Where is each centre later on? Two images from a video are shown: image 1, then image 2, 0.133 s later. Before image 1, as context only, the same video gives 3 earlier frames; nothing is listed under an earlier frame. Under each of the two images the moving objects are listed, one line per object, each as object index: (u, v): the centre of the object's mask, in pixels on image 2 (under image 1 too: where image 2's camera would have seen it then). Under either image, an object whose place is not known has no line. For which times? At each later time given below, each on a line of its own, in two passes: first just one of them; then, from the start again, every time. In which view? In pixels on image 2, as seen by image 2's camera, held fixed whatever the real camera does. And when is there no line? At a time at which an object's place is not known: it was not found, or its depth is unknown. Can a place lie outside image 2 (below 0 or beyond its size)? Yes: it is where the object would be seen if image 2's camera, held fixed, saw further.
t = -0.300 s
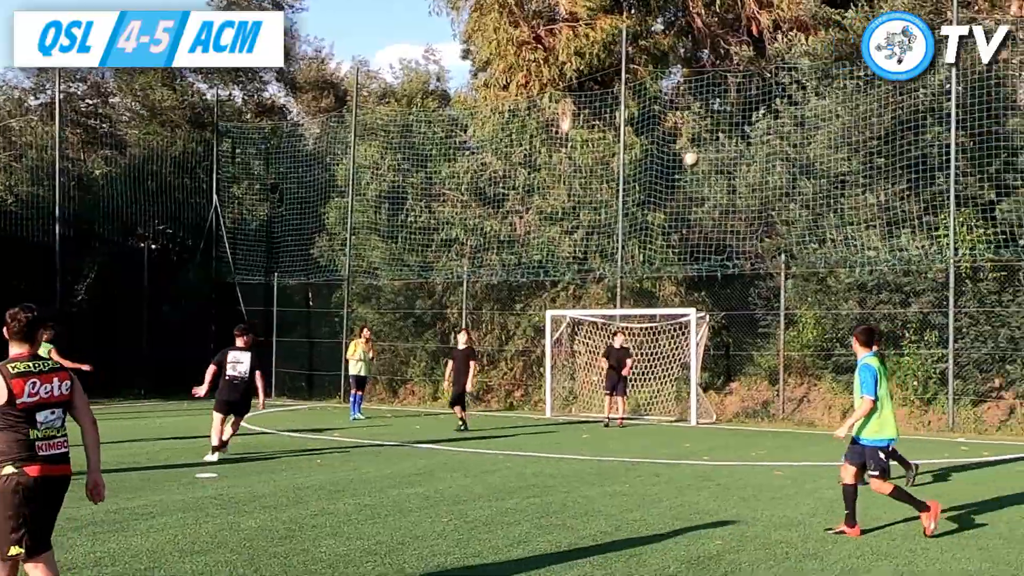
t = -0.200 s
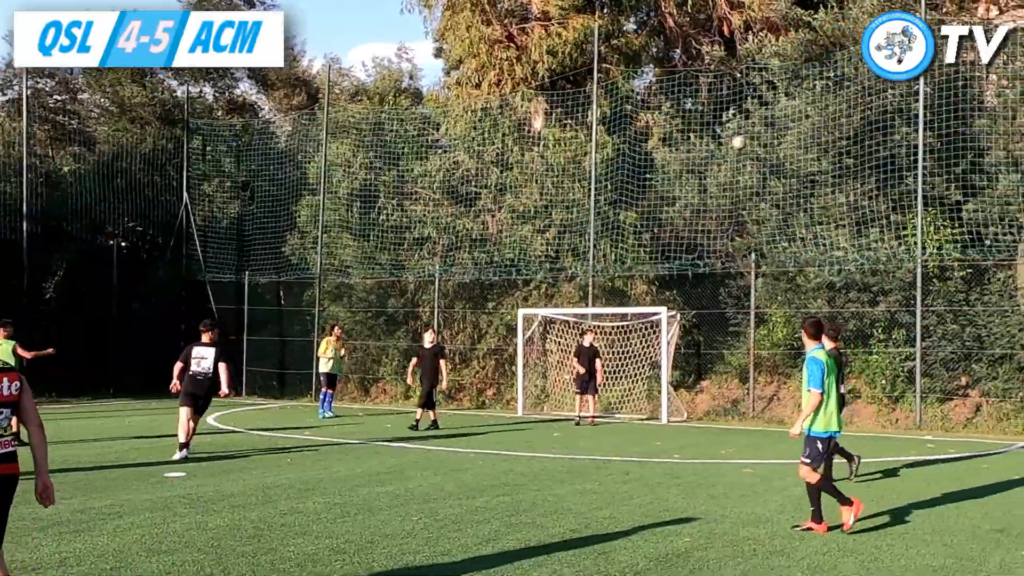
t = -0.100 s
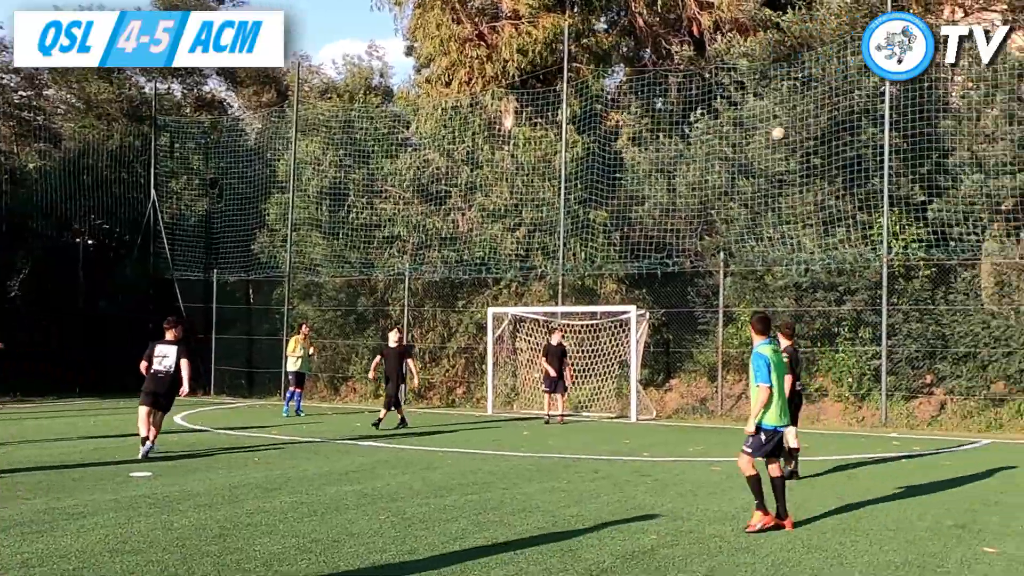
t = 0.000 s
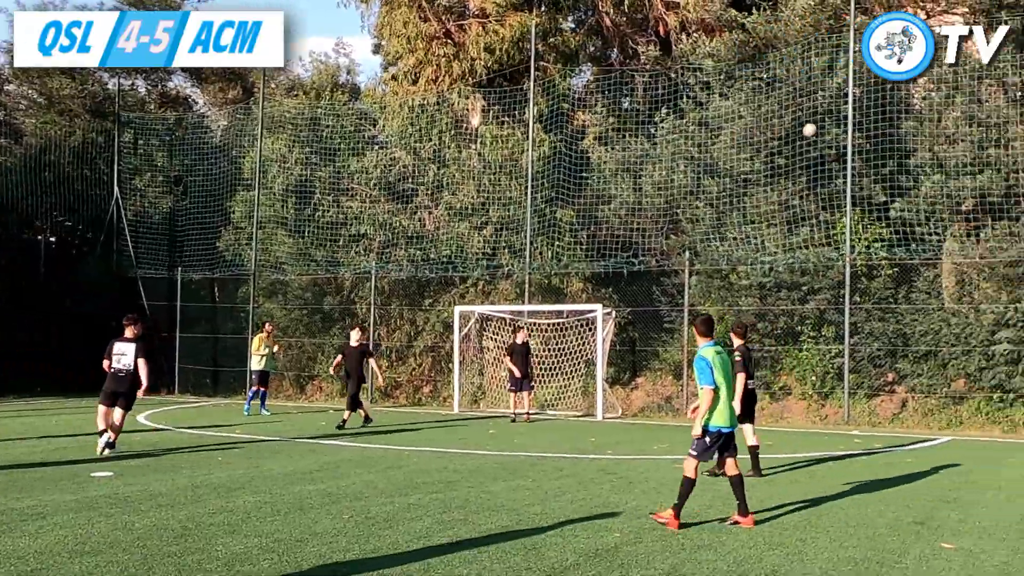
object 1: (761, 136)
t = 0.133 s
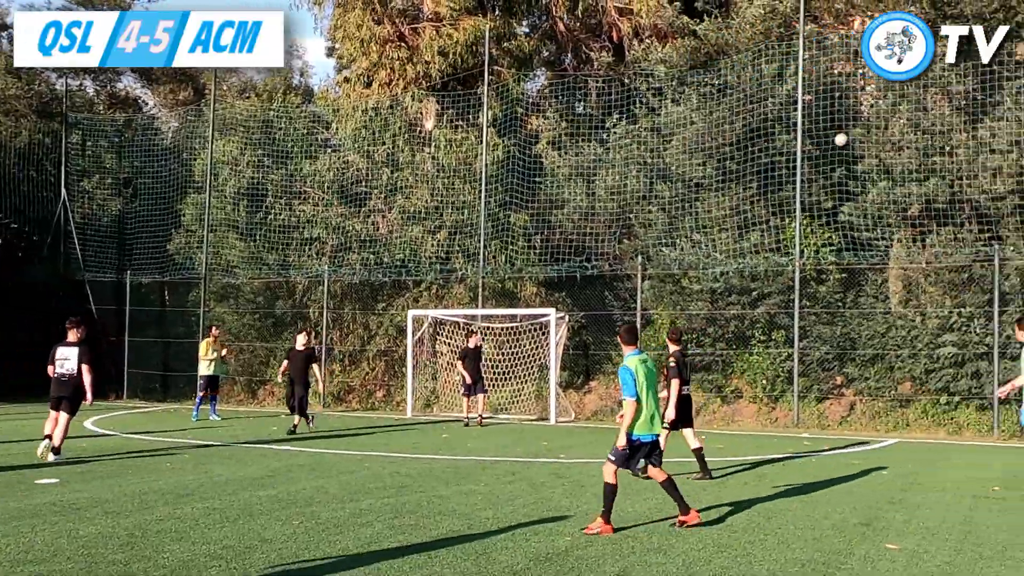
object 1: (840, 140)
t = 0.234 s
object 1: (877, 150)
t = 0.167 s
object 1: (856, 142)
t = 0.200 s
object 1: (868, 146)
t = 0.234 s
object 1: (877, 150)
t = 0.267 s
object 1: (884, 154)
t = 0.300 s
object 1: (890, 157)
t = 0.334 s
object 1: (897, 160)
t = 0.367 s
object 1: (902, 164)
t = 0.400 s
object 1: (907, 168)
